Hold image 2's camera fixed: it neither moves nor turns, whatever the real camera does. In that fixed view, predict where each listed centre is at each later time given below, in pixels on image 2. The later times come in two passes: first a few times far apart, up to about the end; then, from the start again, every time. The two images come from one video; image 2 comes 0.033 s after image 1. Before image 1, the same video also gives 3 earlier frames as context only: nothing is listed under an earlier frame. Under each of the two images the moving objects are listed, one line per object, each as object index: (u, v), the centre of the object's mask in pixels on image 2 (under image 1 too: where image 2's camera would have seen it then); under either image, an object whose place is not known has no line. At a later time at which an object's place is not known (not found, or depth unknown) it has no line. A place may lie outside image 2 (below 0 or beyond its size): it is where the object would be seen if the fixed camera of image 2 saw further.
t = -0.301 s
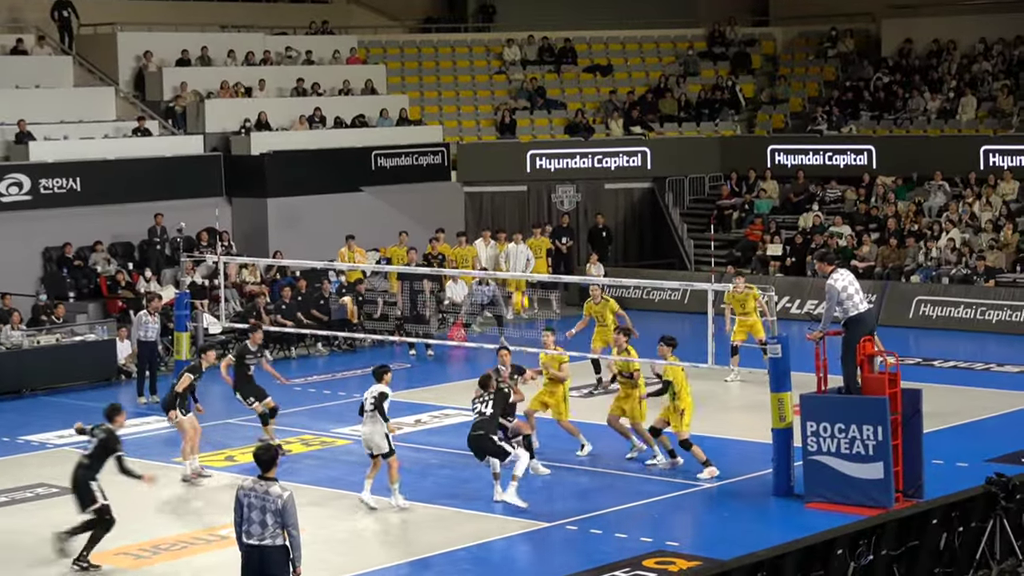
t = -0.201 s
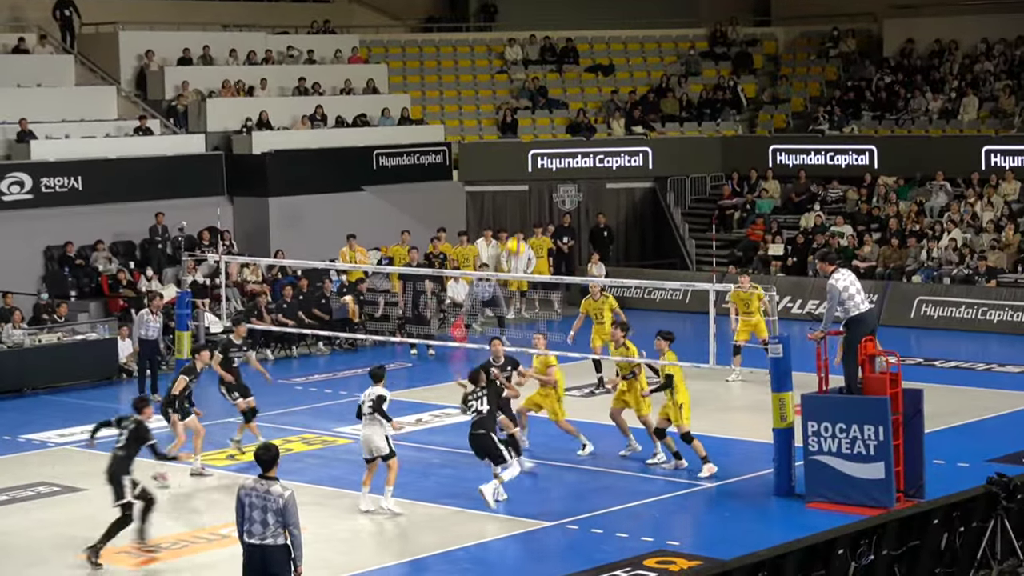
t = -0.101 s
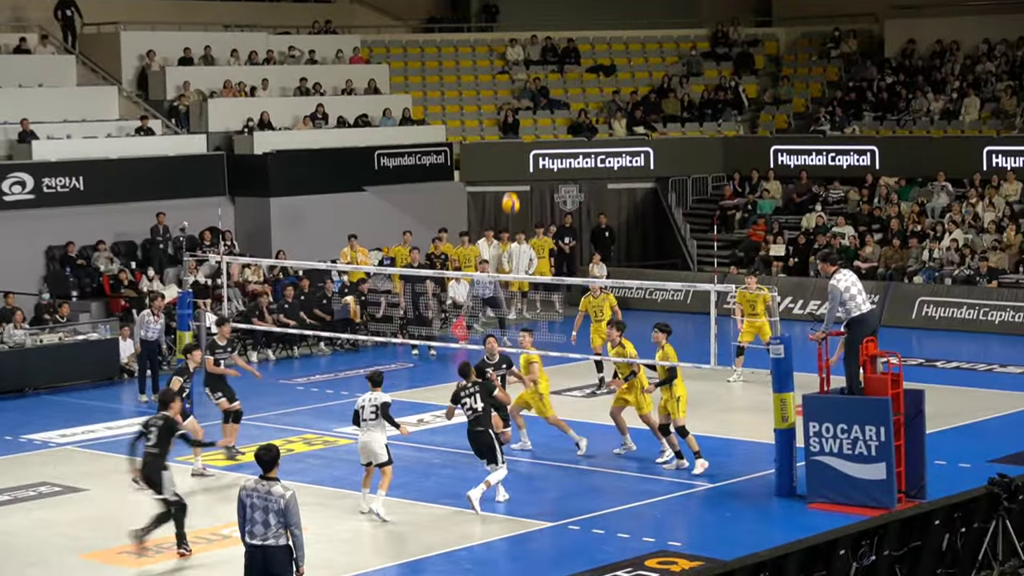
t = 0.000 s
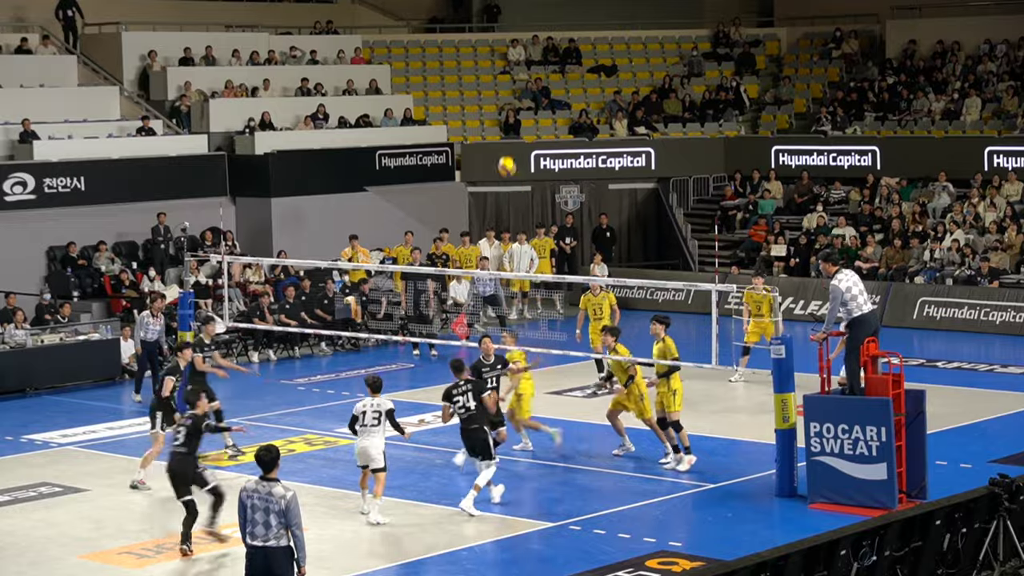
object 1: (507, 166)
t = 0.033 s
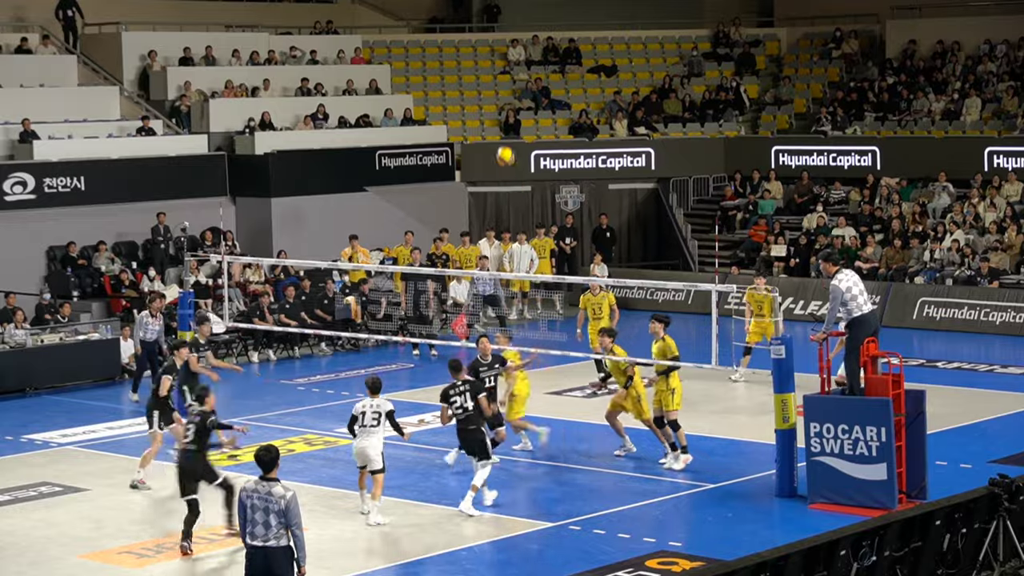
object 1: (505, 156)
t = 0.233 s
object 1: (497, 111)
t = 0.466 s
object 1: (490, 101)
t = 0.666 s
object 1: (485, 127)
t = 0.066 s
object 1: (503, 146)
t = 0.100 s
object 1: (502, 138)
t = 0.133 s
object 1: (501, 129)
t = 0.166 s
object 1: (499, 122)
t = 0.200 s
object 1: (498, 117)
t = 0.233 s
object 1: (497, 111)
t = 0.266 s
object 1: (496, 107)
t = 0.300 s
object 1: (495, 103)
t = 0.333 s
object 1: (493, 102)
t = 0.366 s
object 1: (492, 101)
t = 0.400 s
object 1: (491, 101)
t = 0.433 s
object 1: (491, 99)
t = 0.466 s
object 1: (490, 101)
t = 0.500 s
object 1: (489, 104)
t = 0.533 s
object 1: (487, 107)
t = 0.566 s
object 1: (487, 111)
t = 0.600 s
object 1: (486, 116)
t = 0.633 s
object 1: (485, 121)
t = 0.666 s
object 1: (485, 127)
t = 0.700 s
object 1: (483, 134)
